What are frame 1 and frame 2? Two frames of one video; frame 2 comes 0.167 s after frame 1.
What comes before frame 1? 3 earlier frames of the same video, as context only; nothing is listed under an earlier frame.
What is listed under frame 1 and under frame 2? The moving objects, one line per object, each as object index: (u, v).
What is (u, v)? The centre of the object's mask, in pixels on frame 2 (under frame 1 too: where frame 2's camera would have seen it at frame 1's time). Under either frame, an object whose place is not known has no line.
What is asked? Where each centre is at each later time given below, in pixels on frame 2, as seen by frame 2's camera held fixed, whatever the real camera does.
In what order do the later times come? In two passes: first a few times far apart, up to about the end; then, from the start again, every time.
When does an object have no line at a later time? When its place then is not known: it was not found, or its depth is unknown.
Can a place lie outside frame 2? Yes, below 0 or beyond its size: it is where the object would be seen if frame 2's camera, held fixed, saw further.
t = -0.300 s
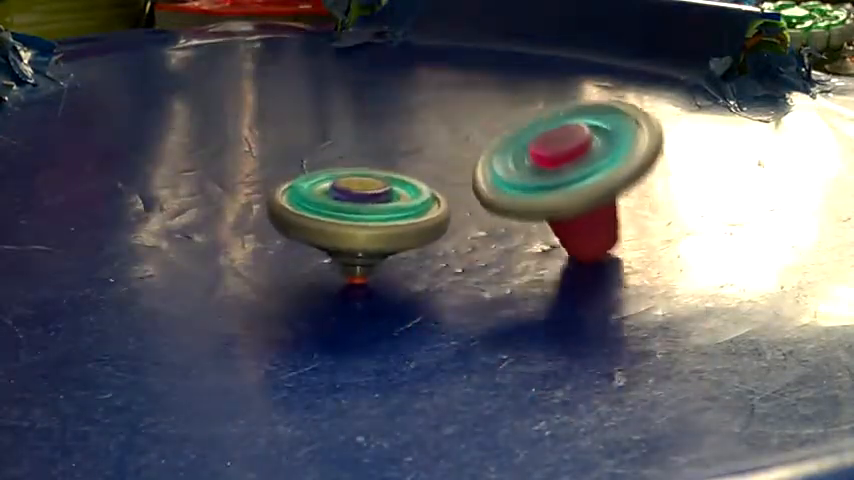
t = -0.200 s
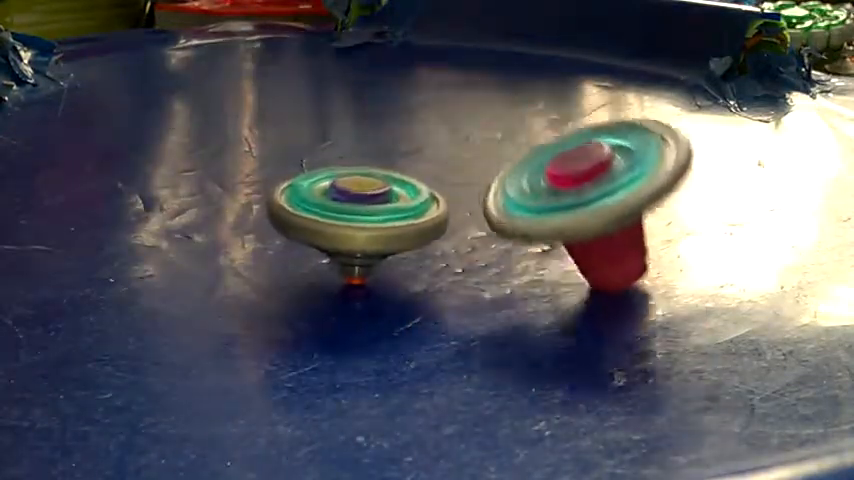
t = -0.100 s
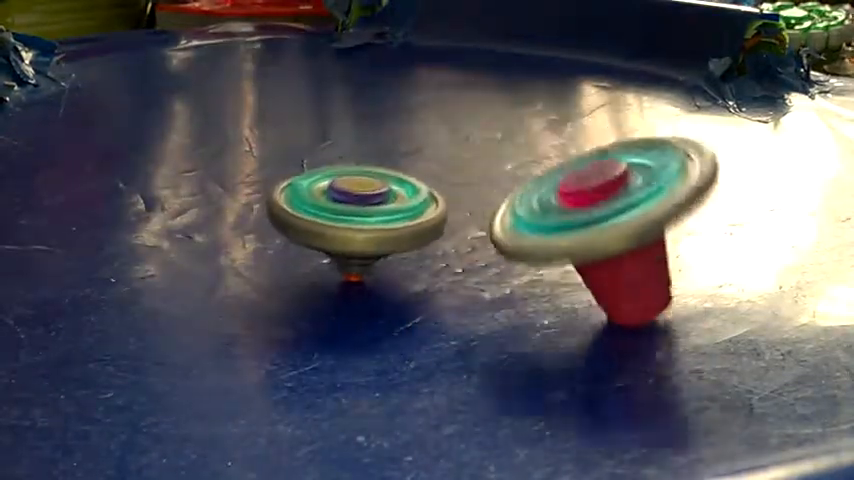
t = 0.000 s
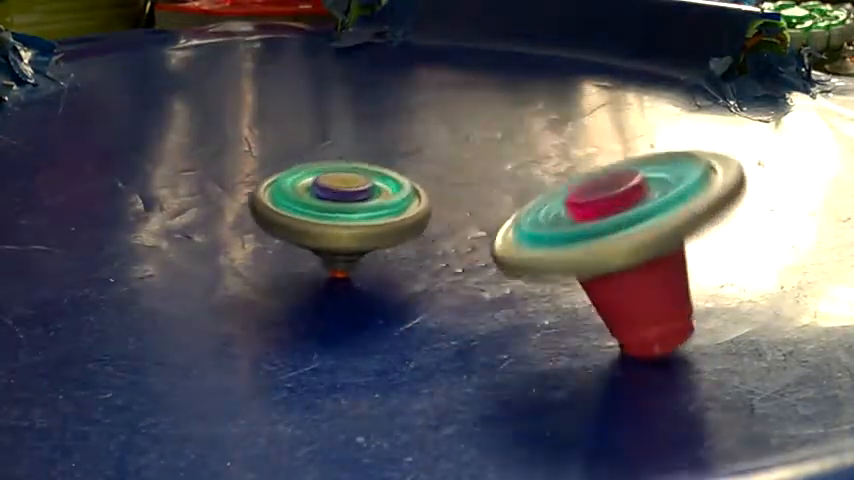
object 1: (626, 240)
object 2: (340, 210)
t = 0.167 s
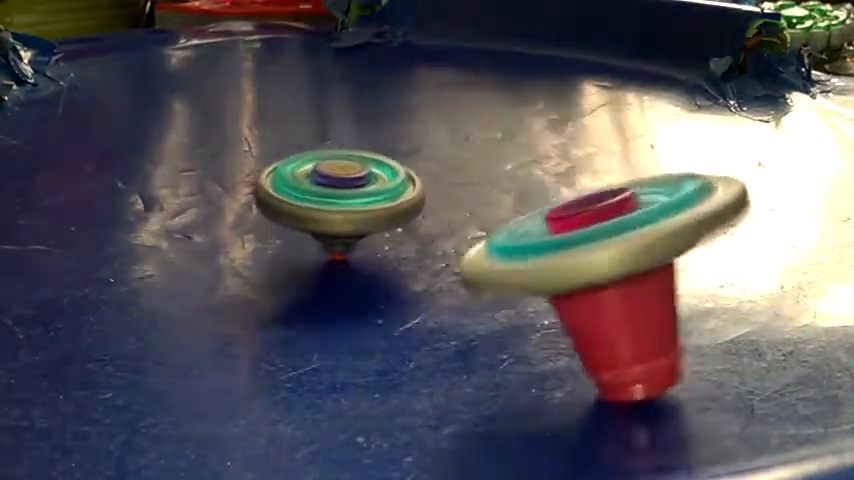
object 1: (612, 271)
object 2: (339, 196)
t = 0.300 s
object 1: (521, 287)
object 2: (330, 192)
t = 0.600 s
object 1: (234, 266)
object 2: (338, 178)
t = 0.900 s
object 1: (86, 201)
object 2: (341, 188)
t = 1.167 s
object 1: (87, 133)
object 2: (379, 194)
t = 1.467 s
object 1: (177, 80)
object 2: (406, 194)
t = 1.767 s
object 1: (289, 70)
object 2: (410, 194)
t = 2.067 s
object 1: (434, 94)
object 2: (397, 202)
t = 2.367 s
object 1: (550, 142)
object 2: (342, 217)
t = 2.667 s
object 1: (593, 216)
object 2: (353, 216)
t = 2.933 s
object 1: (545, 279)
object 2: (355, 215)
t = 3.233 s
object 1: (246, 295)
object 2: (369, 202)
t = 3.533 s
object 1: (94, 232)
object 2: (355, 215)
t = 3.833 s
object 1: (140, 149)
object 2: (372, 199)
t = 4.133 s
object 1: (239, 88)
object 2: (403, 192)
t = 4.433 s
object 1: (355, 65)
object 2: (410, 194)
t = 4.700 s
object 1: (464, 88)
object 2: (411, 194)
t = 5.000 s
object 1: (642, 106)
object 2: (277, 221)
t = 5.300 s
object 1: (692, 171)
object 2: (327, 233)
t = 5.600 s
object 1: (548, 264)
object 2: (360, 216)
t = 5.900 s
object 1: (227, 281)
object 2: (346, 189)
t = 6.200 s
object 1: (54, 218)
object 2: (333, 199)
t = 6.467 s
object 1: (74, 139)
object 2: (331, 199)
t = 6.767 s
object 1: (200, 79)
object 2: (328, 199)
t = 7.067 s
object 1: (343, 69)
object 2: (329, 199)
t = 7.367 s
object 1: (501, 102)
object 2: (328, 198)
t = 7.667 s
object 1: (632, 167)
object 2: (330, 198)
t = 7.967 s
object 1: (606, 267)
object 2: (332, 198)
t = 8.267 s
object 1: (319, 312)
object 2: (331, 189)
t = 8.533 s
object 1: (73, 267)
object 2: (333, 198)
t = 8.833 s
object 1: (74, 166)
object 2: (334, 198)
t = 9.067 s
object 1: (187, 102)
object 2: (332, 198)
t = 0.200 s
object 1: (594, 275)
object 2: (335, 194)
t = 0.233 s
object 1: (574, 280)
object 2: (333, 193)
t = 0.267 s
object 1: (549, 284)
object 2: (332, 193)
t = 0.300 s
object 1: (521, 287)
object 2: (330, 192)
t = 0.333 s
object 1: (489, 290)
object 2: (330, 190)
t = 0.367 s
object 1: (454, 290)
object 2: (332, 187)
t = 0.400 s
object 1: (421, 290)
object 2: (333, 184)
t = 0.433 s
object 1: (386, 289)
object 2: (333, 181)
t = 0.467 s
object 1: (355, 286)
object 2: (332, 178)
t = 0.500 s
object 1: (322, 283)
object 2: (331, 176)
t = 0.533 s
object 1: (292, 279)
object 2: (331, 176)
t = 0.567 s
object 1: (263, 273)
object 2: (336, 176)
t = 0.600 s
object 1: (234, 266)
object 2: (338, 178)
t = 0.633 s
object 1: (212, 261)
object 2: (340, 180)
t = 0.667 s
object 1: (184, 254)
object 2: (340, 184)
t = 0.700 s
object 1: (163, 247)
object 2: (339, 185)
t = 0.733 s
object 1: (144, 240)
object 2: (336, 186)
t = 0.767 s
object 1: (128, 234)
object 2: (332, 186)
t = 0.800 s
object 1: (113, 226)
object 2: (331, 187)
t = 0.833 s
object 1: (101, 217)
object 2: (333, 188)
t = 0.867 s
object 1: (93, 209)
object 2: (337, 188)
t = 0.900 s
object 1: (86, 201)
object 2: (341, 188)
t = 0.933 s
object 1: (80, 191)
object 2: (346, 188)
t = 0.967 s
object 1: (76, 182)
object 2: (353, 189)
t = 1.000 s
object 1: (74, 174)
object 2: (359, 190)
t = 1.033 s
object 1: (73, 165)
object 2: (365, 192)
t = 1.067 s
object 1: (74, 158)
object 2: (370, 193)
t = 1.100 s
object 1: (76, 149)
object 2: (372, 194)
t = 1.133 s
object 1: (81, 141)
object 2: (374, 195)
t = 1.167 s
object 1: (87, 133)
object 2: (379, 194)
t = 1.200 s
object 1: (93, 126)
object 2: (384, 194)
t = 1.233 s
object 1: (102, 120)
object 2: (389, 195)
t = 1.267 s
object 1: (112, 113)
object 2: (395, 195)
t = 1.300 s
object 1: (122, 107)
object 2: (401, 194)
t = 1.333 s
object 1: (132, 101)
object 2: (407, 194)
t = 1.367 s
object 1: (142, 95)
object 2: (412, 193)
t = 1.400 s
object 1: (154, 90)
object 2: (411, 193)
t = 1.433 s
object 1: (164, 85)
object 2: (408, 193)
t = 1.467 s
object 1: (177, 80)
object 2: (406, 194)
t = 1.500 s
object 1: (188, 76)
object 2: (406, 194)
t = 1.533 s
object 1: (201, 72)
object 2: (410, 195)
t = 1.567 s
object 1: (212, 69)
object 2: (410, 194)
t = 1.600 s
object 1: (224, 67)
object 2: (407, 194)
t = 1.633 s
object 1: (236, 67)
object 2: (407, 194)
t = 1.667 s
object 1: (248, 66)
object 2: (408, 194)
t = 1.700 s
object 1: (262, 67)
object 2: (409, 194)
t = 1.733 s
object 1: (275, 68)
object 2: (411, 194)
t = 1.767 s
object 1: (289, 70)
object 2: (410, 194)
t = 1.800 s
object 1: (305, 72)
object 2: (407, 194)
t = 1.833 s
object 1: (321, 74)
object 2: (406, 195)
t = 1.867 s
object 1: (337, 75)
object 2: (407, 195)
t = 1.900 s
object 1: (353, 77)
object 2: (408, 195)
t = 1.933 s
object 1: (369, 81)
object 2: (409, 196)
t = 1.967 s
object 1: (386, 83)
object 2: (409, 197)
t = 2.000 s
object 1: (402, 86)
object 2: (404, 198)
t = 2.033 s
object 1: (418, 89)
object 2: (400, 200)
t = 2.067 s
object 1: (434, 94)
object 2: (397, 202)
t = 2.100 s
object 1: (449, 99)
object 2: (391, 203)
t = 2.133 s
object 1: (463, 104)
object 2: (384, 205)
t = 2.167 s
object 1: (478, 108)
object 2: (377, 207)
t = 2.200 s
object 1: (493, 113)
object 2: (368, 208)
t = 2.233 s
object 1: (506, 118)
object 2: (358, 210)
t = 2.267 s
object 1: (517, 124)
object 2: (350, 211)
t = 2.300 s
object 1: (529, 129)
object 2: (345, 213)
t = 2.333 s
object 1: (540, 135)
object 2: (342, 215)
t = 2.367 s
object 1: (550, 142)
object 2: (342, 217)
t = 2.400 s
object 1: (560, 148)
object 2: (343, 219)
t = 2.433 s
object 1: (570, 156)
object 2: (346, 220)
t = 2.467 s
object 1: (576, 165)
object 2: (347, 220)
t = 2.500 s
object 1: (582, 173)
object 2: (347, 219)
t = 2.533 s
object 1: (586, 182)
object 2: (346, 218)
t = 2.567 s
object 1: (589, 189)
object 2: (346, 217)
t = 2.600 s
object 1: (591, 198)
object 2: (347, 216)
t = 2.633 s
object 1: (593, 207)
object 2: (350, 216)
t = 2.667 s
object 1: (593, 216)
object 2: (353, 216)
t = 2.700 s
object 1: (593, 226)
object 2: (356, 216)
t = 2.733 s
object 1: (593, 233)
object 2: (360, 215)
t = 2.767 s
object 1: (593, 242)
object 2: (358, 215)
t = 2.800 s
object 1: (589, 250)
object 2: (356, 216)
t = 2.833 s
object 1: (584, 257)
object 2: (357, 216)
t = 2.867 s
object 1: (575, 264)
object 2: (357, 216)
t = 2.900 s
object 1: (562, 272)
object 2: (355, 215)
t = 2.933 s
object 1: (545, 279)
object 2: (355, 215)
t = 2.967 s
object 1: (497, 292)
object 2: (352, 209)
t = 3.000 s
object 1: (469, 298)
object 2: (350, 207)
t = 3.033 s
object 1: (441, 301)
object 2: (347, 203)
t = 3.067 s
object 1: (408, 304)
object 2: (348, 200)
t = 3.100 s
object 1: (374, 305)
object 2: (351, 198)
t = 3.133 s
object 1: (338, 305)
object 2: (353, 196)
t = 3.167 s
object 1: (305, 304)
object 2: (358, 197)
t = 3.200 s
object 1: (275, 301)
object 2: (363, 199)
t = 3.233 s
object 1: (246, 295)
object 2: (369, 202)
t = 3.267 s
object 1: (218, 291)
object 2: (368, 206)
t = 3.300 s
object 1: (188, 286)
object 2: (365, 213)
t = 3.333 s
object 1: (161, 279)
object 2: (363, 214)
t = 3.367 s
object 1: (143, 272)
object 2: (358, 215)
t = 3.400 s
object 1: (125, 264)
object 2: (356, 216)
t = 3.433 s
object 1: (113, 257)
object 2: (356, 216)
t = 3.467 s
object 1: (103, 250)
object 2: (355, 216)
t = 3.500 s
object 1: (97, 242)
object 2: (355, 215)
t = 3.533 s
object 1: (94, 232)
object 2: (355, 215)
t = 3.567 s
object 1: (94, 221)
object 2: (354, 214)
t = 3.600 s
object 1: (93, 212)
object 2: (352, 214)
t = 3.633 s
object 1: (97, 202)
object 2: (352, 212)
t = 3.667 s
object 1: (101, 191)
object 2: (354, 210)
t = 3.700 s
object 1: (107, 183)
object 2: (357, 208)
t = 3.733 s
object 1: (114, 173)
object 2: (360, 206)
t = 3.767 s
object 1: (123, 165)
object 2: (364, 204)
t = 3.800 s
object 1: (131, 157)
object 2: (367, 202)
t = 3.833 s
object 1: (140, 149)
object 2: (372, 199)
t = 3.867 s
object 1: (150, 141)
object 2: (376, 197)
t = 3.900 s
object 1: (162, 134)
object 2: (378, 195)
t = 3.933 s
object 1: (173, 126)
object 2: (382, 194)
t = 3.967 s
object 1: (183, 119)
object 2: (384, 193)
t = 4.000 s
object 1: (194, 112)
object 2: (387, 193)
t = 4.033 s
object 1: (205, 106)
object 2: (392, 193)
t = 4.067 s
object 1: (217, 100)
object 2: (395, 192)
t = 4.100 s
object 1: (228, 94)
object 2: (398, 192)
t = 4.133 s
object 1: (239, 88)
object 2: (403, 192)
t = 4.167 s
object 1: (249, 83)
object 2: (405, 192)
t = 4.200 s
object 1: (262, 78)
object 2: (407, 193)
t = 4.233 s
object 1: (273, 75)
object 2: (409, 194)
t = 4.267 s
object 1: (286, 71)
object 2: (410, 194)
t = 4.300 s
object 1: (300, 69)
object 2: (409, 193)
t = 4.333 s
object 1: (313, 67)
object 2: (409, 194)
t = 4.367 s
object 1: (327, 66)
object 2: (409, 194)
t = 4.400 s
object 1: (341, 65)
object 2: (409, 194)
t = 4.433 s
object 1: (355, 65)
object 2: (410, 194)
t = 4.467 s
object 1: (369, 65)
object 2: (411, 194)
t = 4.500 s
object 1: (382, 66)
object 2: (411, 194)
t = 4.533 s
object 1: (396, 68)
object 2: (410, 194)
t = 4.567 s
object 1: (409, 73)
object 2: (410, 194)
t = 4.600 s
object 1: (423, 75)
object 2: (410, 194)
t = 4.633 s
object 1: (437, 78)
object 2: (410, 194)
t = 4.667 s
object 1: (451, 82)
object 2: (411, 194)
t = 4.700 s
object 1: (464, 88)
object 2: (411, 194)
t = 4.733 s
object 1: (476, 93)
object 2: (410, 194)
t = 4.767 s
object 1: (488, 98)
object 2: (411, 194)
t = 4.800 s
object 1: (500, 104)
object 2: (411, 194)
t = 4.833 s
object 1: (514, 111)
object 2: (410, 194)
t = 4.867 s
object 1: (525, 116)
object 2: (410, 194)
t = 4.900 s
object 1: (561, 103)
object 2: (374, 197)
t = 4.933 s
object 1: (598, 103)
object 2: (336, 210)
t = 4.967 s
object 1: (625, 104)
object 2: (302, 216)
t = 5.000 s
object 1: (642, 106)
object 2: (277, 221)
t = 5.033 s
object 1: (655, 109)
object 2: (268, 224)
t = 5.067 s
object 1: (667, 113)
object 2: (267, 226)
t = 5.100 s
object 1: (678, 118)
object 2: (272, 227)
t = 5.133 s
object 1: (686, 124)
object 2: (282, 229)
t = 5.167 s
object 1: (693, 132)
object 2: (290, 230)
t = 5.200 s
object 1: (697, 140)
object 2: (303, 230)
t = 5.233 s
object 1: (699, 149)
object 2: (312, 232)
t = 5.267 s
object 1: (697, 160)
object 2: (320, 232)
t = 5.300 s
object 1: (692, 171)
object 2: (327, 233)
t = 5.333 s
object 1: (685, 182)
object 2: (336, 233)
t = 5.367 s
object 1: (674, 195)
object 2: (342, 233)
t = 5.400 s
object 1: (663, 207)
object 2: (348, 232)
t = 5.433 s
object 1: (648, 220)
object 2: (352, 230)
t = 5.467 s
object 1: (633, 230)
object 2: (354, 229)
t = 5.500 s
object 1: (615, 239)
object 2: (355, 226)
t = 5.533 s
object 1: (595, 248)
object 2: (358, 223)
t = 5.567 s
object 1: (575, 257)
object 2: (359, 220)
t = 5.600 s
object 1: (548, 264)
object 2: (360, 216)
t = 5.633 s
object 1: (519, 271)
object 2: (357, 211)
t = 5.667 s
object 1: (485, 278)
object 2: (350, 203)
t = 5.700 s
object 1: (454, 283)
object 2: (345, 199)
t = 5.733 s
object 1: (415, 286)
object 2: (341, 195)
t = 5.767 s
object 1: (377, 287)
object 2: (339, 190)
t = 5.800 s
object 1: (337, 290)
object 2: (342, 188)
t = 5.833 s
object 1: (299, 286)
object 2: (343, 186)
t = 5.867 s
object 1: (264, 285)
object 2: (347, 187)
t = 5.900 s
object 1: (227, 281)
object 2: (346, 189)
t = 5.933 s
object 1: (192, 276)
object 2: (344, 192)
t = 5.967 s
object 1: (156, 272)
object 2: (335, 197)
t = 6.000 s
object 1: (127, 264)
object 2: (331, 200)
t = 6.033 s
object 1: (103, 259)
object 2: (330, 201)
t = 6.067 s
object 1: (83, 254)
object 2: (333, 201)
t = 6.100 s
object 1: (69, 248)
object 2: (336, 199)
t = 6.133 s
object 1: (63, 238)
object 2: (336, 197)
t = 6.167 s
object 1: (59, 229)
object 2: (336, 198)
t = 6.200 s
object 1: (54, 218)
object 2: (333, 199)
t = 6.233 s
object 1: (54, 206)
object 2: (332, 199)
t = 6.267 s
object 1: (53, 196)
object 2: (334, 198)
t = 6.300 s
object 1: (53, 186)
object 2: (334, 198)
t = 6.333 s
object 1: (54, 177)
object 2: (333, 199)
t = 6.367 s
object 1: (56, 167)
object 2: (334, 199)
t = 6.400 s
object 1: (58, 158)
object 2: (333, 198)
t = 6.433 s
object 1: (66, 148)
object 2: (331, 199)
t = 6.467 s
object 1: (74, 139)
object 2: (331, 199)
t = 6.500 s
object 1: (84, 131)
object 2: (329, 199)
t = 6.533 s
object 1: (97, 123)
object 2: (329, 199)
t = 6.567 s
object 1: (111, 116)
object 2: (332, 199)
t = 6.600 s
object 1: (125, 109)
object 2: (332, 199)
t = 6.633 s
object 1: (139, 104)
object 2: (333, 199)
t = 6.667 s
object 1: (154, 97)
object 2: (333, 199)
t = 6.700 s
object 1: (169, 91)
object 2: (330, 199)
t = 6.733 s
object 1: (185, 85)
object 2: (329, 199)
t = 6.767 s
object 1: (200, 79)
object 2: (328, 199)
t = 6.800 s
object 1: (216, 75)
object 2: (328, 199)
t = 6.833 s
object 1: (231, 72)
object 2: (330, 198)
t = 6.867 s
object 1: (246, 69)
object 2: (329, 199)
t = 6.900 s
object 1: (262, 67)
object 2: (329, 199)
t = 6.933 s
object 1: (278, 66)
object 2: (329, 199)
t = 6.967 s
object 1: (293, 67)
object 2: (329, 198)
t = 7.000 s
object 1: (310, 67)
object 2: (328, 199)
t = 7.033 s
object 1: (326, 68)
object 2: (329, 199)
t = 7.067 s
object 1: (343, 69)
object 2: (329, 199)
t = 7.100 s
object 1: (360, 70)
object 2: (328, 199)
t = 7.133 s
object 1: (378, 74)
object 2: (328, 198)
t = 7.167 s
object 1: (396, 76)
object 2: (328, 198)
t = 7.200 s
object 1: (413, 79)
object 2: (329, 198)
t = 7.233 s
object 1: (431, 84)
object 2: (330, 198)
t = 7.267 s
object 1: (448, 87)
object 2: (329, 198)
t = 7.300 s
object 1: (466, 91)
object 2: (329, 198)
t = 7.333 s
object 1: (483, 97)
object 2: (328, 198)
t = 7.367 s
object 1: (501, 102)
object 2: (328, 198)
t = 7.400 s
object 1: (517, 107)
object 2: (328, 198)
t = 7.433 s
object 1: (533, 113)
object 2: (328, 197)
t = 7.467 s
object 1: (550, 119)
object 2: (328, 198)
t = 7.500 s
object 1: (566, 125)
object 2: (328, 198)
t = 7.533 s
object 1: (582, 132)
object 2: (328, 198)
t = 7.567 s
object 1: (597, 140)
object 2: (328, 198)
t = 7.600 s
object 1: (611, 147)
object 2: (329, 198)
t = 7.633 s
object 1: (623, 157)
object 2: (329, 198)
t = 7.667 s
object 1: (632, 167)
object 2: (330, 198)
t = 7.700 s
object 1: (638, 178)
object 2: (329, 198)
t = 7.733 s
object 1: (642, 190)
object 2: (329, 198)
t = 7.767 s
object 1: (644, 201)
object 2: (329, 198)
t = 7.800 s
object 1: (644, 213)
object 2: (330, 198)
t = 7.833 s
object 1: (643, 225)
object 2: (331, 198)
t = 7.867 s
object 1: (639, 235)
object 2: (331, 198)
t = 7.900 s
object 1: (629, 246)
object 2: (332, 198)
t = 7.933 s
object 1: (620, 256)
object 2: (332, 198)
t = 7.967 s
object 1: (606, 267)
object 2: (332, 198)
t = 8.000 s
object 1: (589, 277)
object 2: (332, 198)
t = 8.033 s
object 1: (568, 287)
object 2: (332, 198)
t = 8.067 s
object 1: (541, 297)
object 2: (332, 198)
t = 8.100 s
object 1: (510, 303)
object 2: (332, 198)
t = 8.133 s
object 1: (473, 309)
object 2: (333, 198)
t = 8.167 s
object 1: (436, 312)
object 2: (333, 195)
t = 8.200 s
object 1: (395, 313)
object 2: (331, 193)
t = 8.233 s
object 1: (359, 313)
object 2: (330, 190)
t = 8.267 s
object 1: (319, 312)
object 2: (331, 189)
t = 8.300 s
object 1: (277, 309)
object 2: (334, 188)
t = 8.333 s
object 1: (239, 304)
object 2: (335, 191)
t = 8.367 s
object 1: (200, 298)
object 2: (336, 193)
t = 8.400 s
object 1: (164, 294)
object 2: (334, 197)
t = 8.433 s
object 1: (132, 287)
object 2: (333, 198)
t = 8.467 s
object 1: (106, 280)
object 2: (333, 198)
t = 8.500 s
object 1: (87, 274)
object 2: (333, 198)
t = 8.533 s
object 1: (73, 267)
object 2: (333, 198)
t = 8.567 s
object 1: (67, 256)
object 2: (332, 199)
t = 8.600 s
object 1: (63, 245)
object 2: (332, 198)
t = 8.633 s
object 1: (59, 235)
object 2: (333, 199)
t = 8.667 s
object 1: (58, 221)
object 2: (332, 199)
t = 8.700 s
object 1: (57, 211)
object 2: (331, 199)
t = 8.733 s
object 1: (60, 199)
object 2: (331, 199)
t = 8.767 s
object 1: (62, 189)
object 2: (333, 199)
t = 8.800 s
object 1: (64, 179)
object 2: (334, 197)
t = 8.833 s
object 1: (74, 166)
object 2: (334, 198)
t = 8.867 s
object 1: (83, 155)
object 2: (333, 199)
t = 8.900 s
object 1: (96, 146)
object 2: (334, 199)
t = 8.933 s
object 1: (111, 137)
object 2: (332, 199)
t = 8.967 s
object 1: (127, 129)
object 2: (331, 199)
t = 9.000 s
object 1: (145, 121)
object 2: (330, 199)
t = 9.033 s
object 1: (165, 112)
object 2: (329, 199)
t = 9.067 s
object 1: (187, 102)
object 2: (332, 198)
